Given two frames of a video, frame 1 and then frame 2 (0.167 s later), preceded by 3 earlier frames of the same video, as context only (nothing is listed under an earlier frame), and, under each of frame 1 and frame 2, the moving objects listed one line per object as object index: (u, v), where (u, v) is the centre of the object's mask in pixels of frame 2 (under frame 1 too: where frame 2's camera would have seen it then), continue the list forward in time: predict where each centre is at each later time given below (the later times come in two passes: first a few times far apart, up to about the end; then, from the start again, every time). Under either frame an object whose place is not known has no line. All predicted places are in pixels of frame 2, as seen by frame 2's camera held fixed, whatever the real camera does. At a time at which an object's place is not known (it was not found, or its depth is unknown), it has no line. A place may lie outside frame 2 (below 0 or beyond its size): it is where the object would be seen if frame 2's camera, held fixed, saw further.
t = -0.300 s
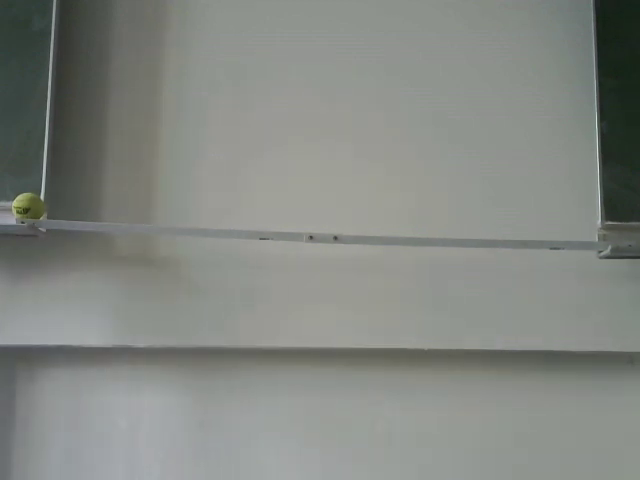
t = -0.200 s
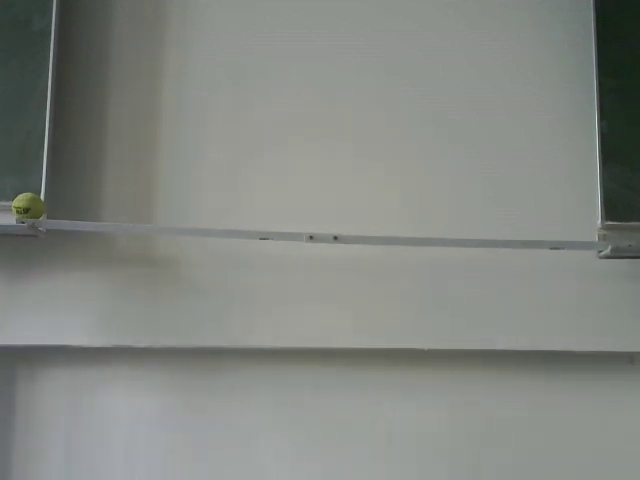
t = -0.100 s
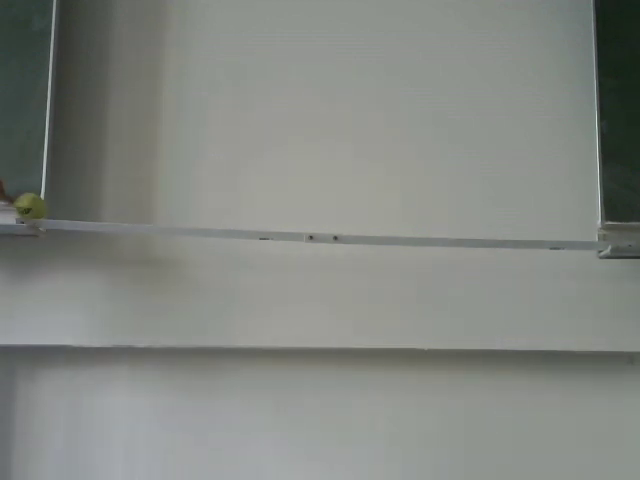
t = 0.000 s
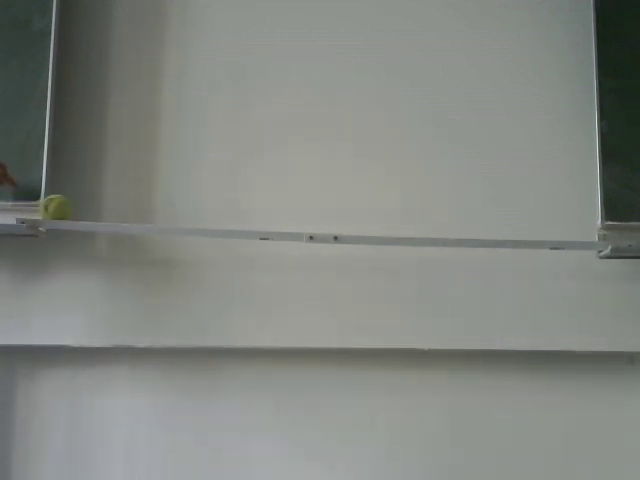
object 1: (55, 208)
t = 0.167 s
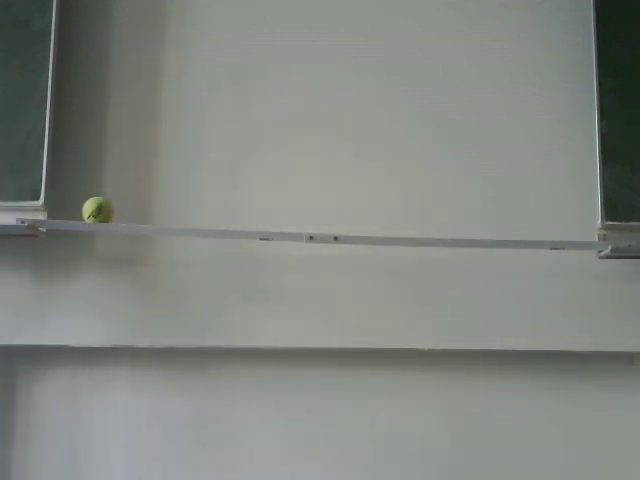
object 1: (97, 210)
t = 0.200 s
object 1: (106, 211)
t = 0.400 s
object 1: (159, 214)
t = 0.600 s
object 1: (212, 217)
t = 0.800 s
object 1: (265, 220)
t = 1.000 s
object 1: (318, 223)
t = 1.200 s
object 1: (371, 226)
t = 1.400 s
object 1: (422, 227)
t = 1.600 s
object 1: (471, 228)
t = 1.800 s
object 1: (516, 229)
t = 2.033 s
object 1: (567, 229)
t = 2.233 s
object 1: (588, 230)
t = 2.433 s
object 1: (588, 229)
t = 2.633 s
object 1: (591, 228)
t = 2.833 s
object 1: (592, 228)
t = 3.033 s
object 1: (592, 228)
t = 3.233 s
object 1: (592, 228)
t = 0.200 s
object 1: (106, 211)
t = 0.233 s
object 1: (115, 211)
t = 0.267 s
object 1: (123, 212)
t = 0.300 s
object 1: (132, 212)
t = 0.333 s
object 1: (141, 213)
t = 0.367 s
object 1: (150, 214)
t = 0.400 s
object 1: (159, 214)
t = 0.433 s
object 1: (167, 214)
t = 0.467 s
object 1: (176, 215)
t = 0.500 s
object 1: (185, 216)
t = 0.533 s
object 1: (194, 217)
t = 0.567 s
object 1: (203, 217)
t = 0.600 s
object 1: (212, 217)
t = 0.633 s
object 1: (221, 218)
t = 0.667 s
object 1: (230, 219)
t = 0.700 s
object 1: (238, 220)
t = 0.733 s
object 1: (247, 220)
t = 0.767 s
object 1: (256, 220)
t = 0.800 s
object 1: (265, 220)
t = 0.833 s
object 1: (274, 221)
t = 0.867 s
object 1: (282, 222)
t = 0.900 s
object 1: (291, 222)
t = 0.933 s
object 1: (301, 222)
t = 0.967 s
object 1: (309, 222)
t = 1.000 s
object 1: (318, 223)
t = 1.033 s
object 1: (327, 224)
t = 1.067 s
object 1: (336, 224)
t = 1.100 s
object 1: (344, 224)
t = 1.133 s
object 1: (353, 224)
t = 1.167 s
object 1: (362, 225)
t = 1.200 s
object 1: (371, 226)
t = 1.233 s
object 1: (380, 226)
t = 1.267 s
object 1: (388, 226)
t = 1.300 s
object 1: (397, 225)
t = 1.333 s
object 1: (405, 226)
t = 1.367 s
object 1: (414, 227)
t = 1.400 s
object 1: (422, 227)
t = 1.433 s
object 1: (430, 227)
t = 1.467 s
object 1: (439, 227)
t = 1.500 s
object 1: (447, 227)
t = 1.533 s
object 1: (455, 228)
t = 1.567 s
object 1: (462, 228)
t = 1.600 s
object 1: (471, 228)
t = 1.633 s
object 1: (479, 227)
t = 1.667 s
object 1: (487, 227)
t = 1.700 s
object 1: (495, 228)
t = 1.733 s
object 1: (502, 229)
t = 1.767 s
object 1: (509, 229)
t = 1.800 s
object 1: (516, 229)
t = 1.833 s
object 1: (524, 229)
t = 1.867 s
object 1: (531, 229)
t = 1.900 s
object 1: (539, 229)
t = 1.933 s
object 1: (546, 229)
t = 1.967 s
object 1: (553, 229)
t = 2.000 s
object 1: (560, 229)
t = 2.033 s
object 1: (567, 229)
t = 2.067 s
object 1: (575, 229)
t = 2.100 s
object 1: (582, 229)
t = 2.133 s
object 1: (588, 229)
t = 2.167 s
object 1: (589, 229)
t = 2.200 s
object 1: (589, 229)
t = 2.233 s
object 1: (588, 230)
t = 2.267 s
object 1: (588, 230)
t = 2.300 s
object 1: (587, 229)
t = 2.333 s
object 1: (588, 229)
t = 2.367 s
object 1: (588, 229)
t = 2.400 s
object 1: (588, 229)
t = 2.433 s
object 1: (588, 229)
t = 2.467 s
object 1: (589, 229)
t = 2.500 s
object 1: (590, 228)
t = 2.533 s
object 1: (590, 228)
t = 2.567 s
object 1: (591, 228)
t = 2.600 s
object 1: (591, 228)
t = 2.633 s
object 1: (591, 228)
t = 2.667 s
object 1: (592, 228)
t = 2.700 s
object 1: (592, 228)
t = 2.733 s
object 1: (592, 229)
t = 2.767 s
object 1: (592, 228)
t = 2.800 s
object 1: (592, 228)
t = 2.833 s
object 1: (592, 228)
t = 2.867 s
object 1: (592, 228)
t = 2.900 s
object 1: (592, 228)
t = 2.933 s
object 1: (592, 228)
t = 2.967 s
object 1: (592, 228)
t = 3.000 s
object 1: (592, 228)
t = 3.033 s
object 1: (592, 228)
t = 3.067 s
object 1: (592, 228)
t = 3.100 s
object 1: (592, 228)
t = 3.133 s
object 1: (592, 228)
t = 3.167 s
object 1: (592, 228)
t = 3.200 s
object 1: (592, 228)
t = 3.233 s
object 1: (592, 228)
